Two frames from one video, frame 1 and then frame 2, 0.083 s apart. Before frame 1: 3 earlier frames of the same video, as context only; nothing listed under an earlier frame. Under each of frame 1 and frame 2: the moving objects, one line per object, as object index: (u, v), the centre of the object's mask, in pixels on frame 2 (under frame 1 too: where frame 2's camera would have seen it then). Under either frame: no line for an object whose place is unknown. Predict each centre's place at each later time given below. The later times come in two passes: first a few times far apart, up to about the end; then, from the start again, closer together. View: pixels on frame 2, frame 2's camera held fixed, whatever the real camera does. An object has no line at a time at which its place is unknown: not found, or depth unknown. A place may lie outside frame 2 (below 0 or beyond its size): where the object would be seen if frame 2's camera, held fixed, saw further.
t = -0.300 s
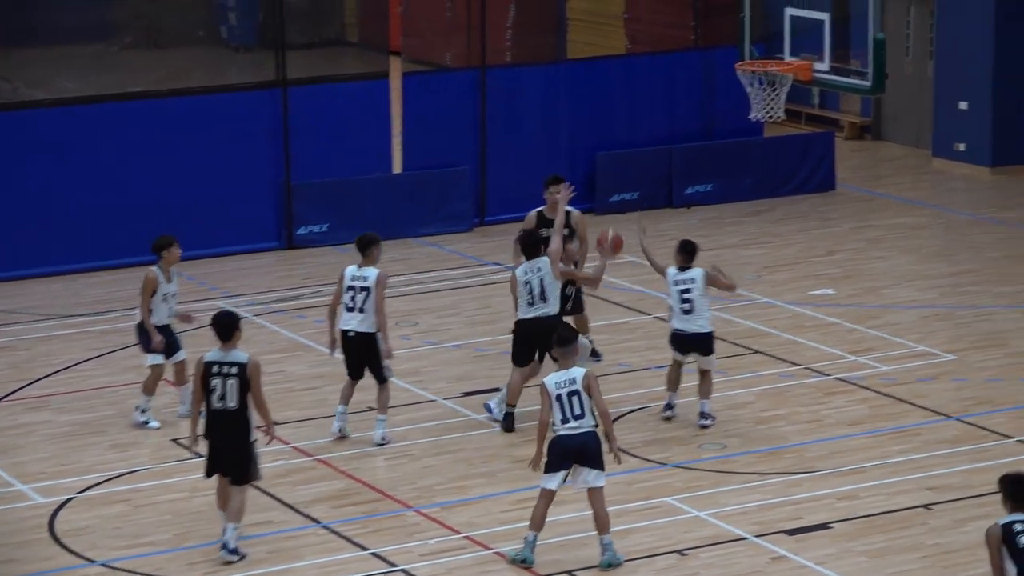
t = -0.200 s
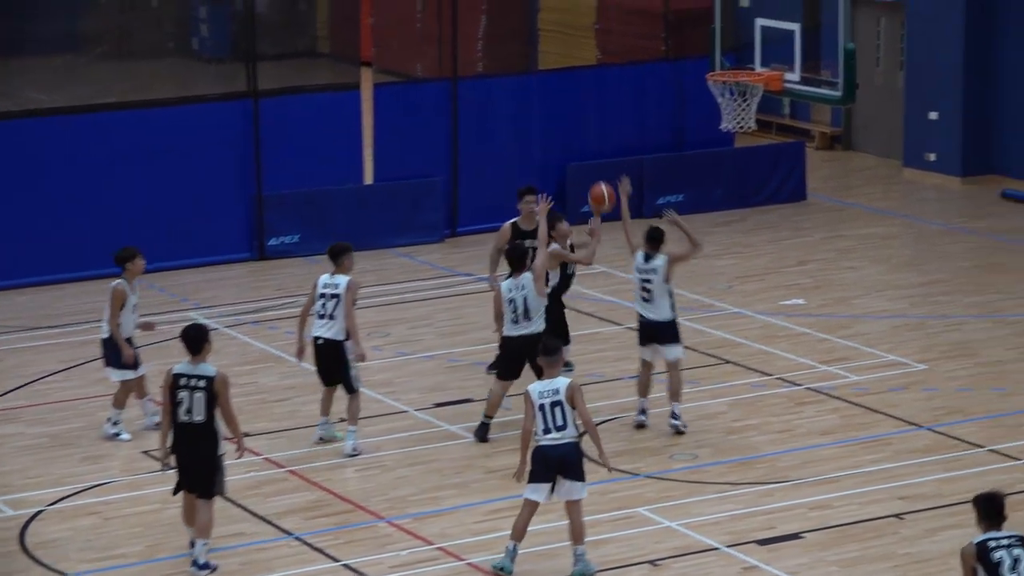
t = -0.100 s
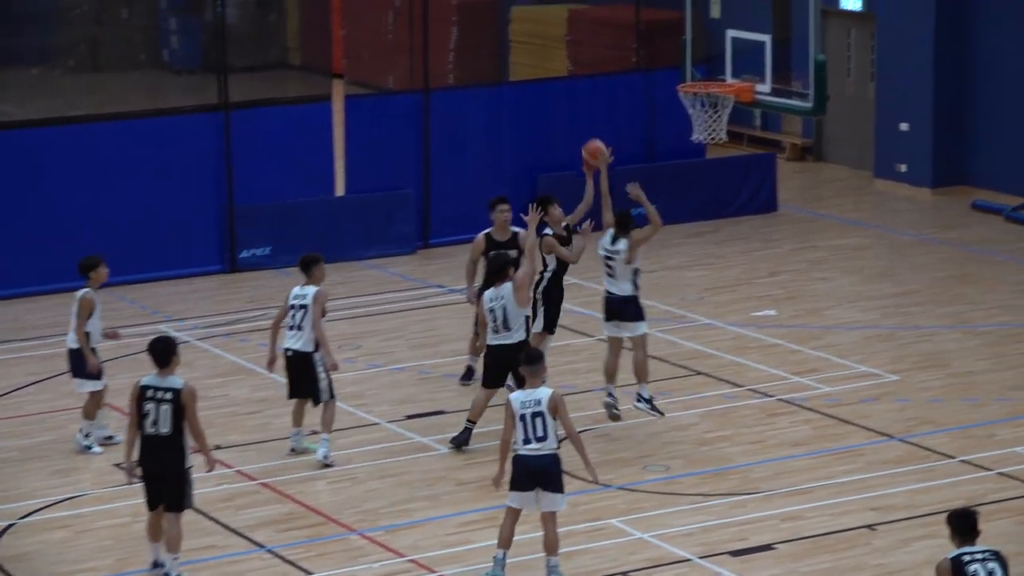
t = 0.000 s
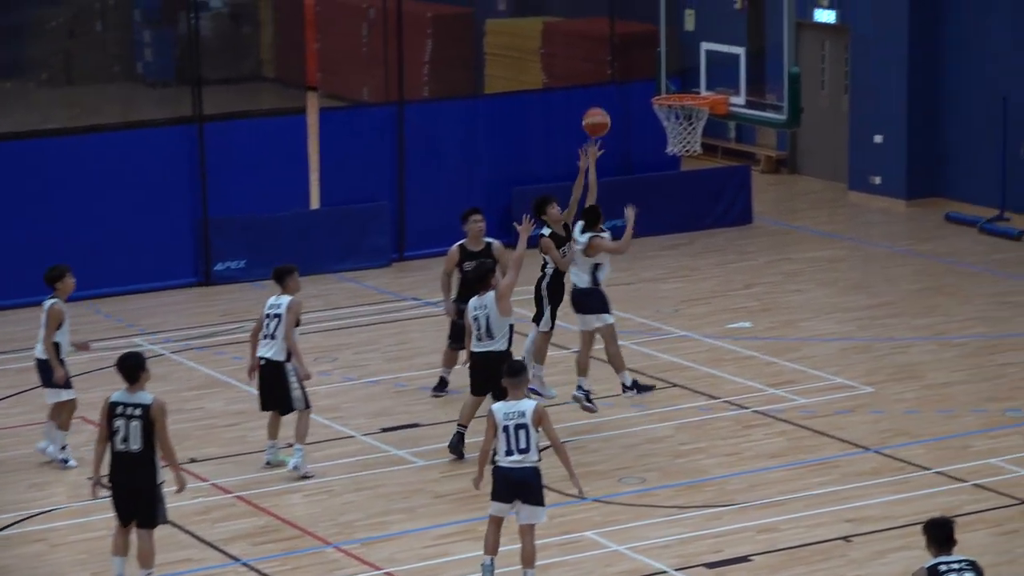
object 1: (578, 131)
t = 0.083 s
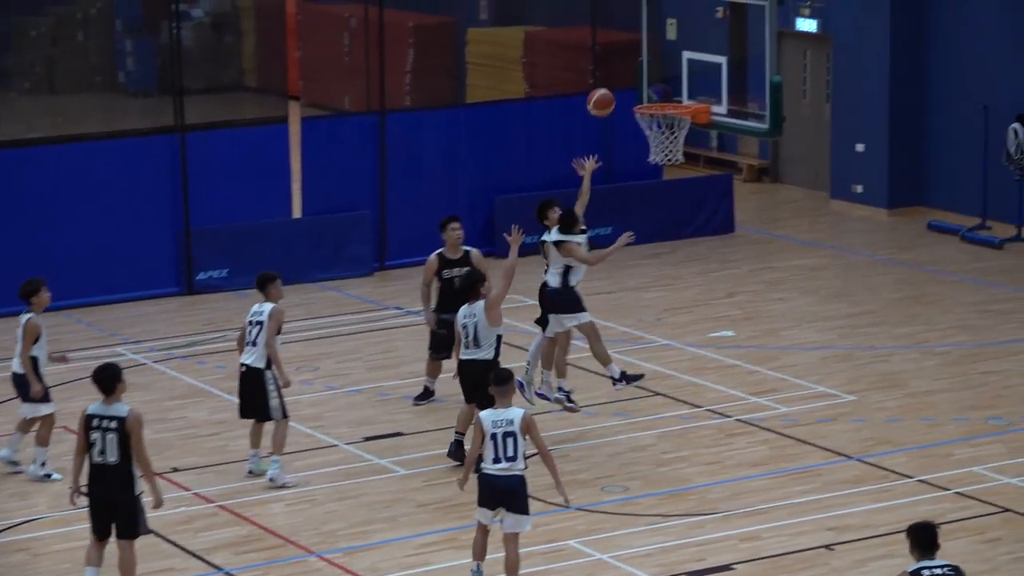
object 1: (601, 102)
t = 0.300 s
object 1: (648, 69)
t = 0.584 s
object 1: (649, 77)
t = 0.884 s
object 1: (636, 93)
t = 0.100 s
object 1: (605, 98)
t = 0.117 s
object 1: (609, 93)
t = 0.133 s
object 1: (614, 89)
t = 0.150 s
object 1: (619, 85)
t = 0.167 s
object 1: (623, 82)
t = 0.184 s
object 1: (628, 79)
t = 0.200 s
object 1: (632, 76)
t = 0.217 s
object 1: (637, 74)
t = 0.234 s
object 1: (642, 71)
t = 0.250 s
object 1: (646, 69)
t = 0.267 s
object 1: (647, 69)
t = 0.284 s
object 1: (647, 69)
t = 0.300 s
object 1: (648, 69)
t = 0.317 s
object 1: (648, 69)
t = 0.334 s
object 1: (649, 70)
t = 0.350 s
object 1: (649, 71)
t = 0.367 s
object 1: (649, 73)
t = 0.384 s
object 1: (650, 75)
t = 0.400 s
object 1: (651, 77)
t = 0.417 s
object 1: (651, 79)
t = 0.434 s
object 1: (651, 82)
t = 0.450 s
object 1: (652, 85)
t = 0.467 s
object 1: (653, 88)
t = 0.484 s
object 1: (653, 92)
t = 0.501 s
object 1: (653, 92)
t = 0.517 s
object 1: (652, 89)
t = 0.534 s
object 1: (651, 86)
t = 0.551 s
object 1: (651, 83)
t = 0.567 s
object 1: (650, 80)
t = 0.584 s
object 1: (649, 77)
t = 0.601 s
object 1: (648, 76)
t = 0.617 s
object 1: (648, 74)
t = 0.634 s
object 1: (647, 73)
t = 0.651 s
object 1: (647, 72)
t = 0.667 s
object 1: (645, 71)
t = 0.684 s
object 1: (645, 71)
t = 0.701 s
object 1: (644, 71)
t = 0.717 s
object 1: (643, 71)
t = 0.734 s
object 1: (643, 72)
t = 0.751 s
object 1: (642, 73)
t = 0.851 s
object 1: (638, 86)
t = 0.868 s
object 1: (637, 89)
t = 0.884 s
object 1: (636, 93)
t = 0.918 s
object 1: (634, 99)
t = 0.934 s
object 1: (632, 104)
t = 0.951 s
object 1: (631, 109)
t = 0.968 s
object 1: (630, 115)
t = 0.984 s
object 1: (631, 122)
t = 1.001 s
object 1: (630, 129)
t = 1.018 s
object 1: (629, 134)
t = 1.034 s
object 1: (630, 140)
